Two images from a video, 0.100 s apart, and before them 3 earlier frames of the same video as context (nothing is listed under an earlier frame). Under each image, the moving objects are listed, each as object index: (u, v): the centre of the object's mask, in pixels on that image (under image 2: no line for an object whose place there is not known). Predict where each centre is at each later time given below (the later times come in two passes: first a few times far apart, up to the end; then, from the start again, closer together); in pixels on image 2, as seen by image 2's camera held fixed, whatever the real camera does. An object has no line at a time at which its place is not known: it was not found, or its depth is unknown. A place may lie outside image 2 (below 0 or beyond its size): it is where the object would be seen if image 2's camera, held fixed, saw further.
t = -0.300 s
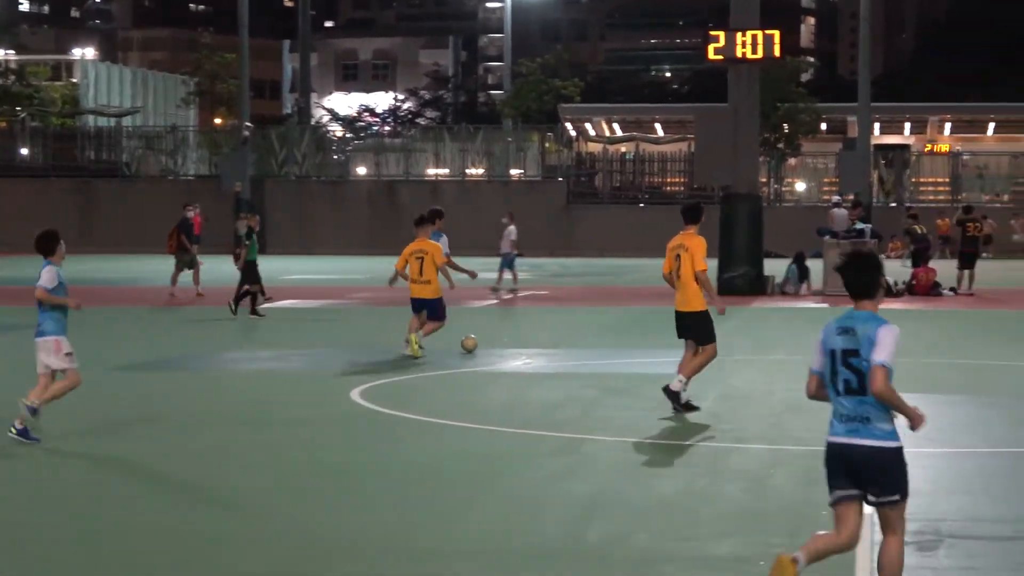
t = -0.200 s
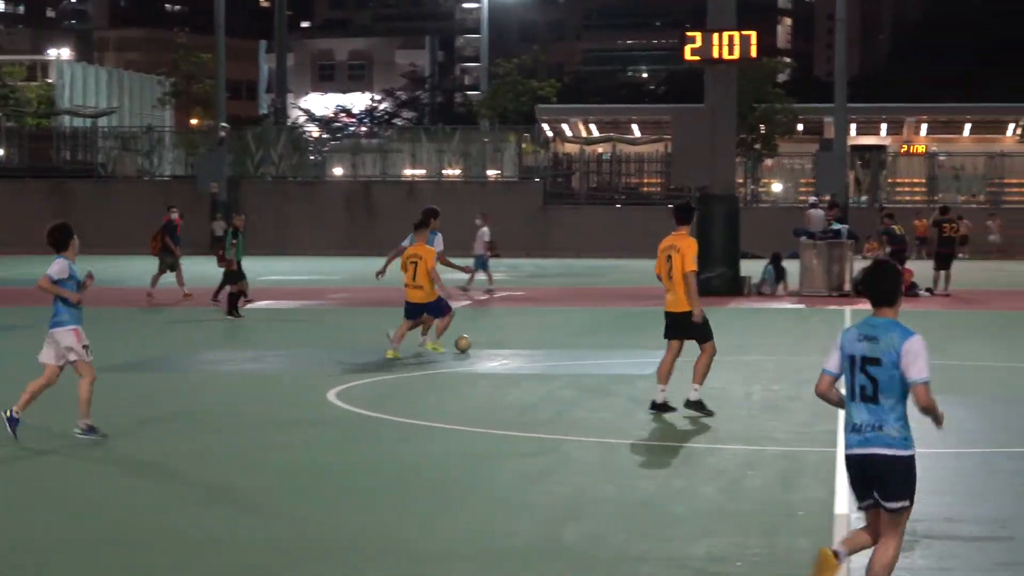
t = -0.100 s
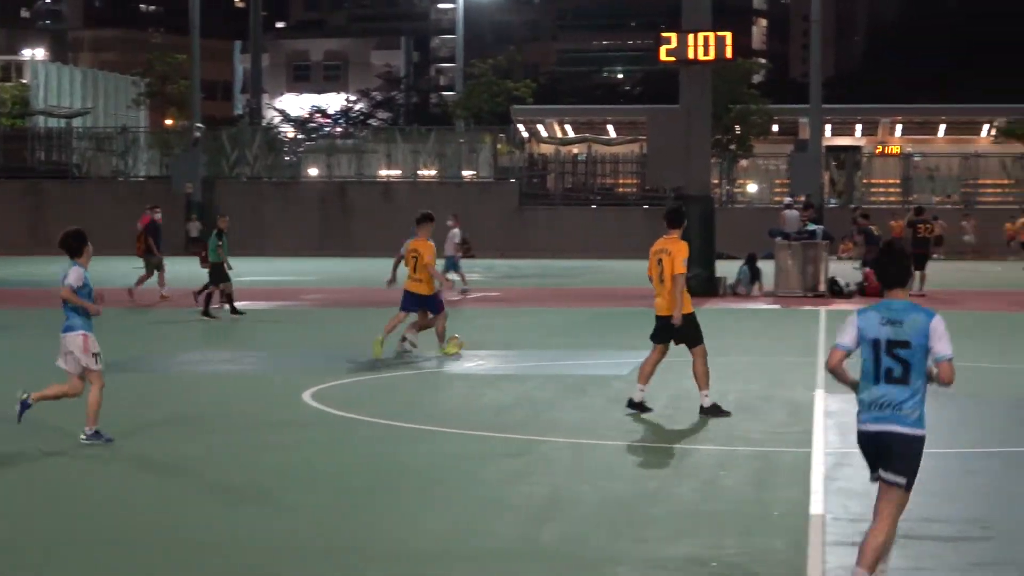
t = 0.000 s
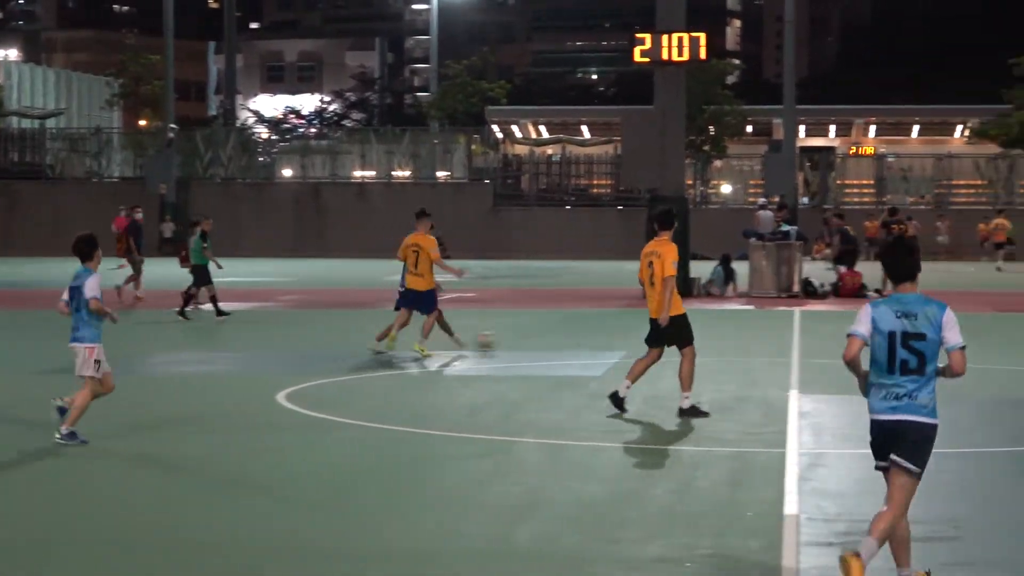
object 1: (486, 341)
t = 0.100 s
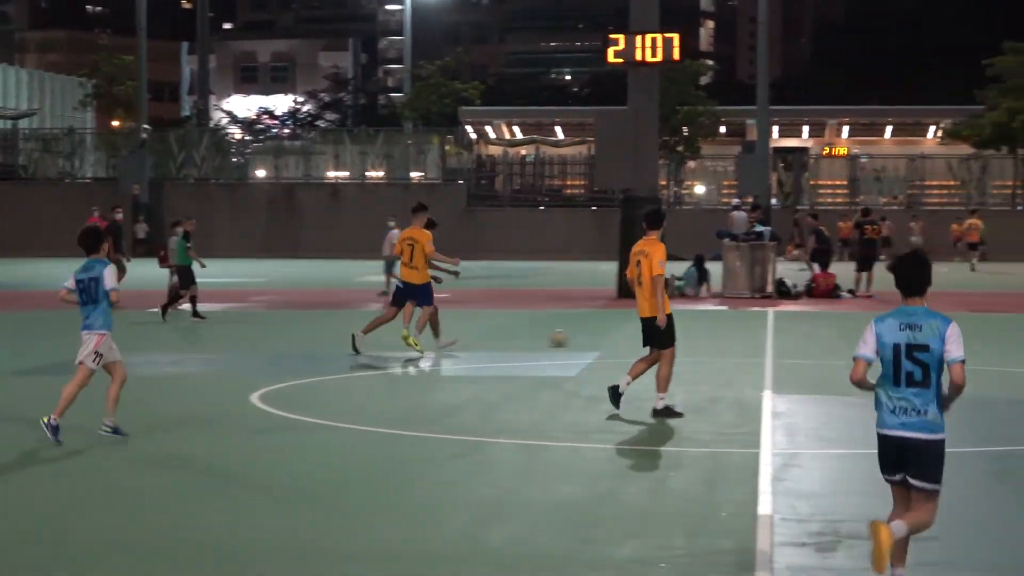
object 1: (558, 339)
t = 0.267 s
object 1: (699, 331)
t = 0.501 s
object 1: (840, 329)
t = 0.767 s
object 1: (953, 323)
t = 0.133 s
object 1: (588, 337)
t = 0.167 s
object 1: (616, 335)
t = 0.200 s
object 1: (645, 334)
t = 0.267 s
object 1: (699, 331)
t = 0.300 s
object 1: (719, 330)
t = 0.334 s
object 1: (741, 331)
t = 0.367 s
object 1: (764, 331)
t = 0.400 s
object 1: (784, 329)
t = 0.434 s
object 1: (804, 328)
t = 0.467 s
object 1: (822, 328)
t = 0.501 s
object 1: (840, 329)
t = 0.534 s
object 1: (857, 328)
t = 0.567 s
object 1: (872, 326)
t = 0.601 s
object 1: (887, 326)
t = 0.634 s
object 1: (901, 326)
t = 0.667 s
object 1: (915, 327)
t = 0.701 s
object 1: (928, 325)
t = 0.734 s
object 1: (941, 323)
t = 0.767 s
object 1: (953, 323)
